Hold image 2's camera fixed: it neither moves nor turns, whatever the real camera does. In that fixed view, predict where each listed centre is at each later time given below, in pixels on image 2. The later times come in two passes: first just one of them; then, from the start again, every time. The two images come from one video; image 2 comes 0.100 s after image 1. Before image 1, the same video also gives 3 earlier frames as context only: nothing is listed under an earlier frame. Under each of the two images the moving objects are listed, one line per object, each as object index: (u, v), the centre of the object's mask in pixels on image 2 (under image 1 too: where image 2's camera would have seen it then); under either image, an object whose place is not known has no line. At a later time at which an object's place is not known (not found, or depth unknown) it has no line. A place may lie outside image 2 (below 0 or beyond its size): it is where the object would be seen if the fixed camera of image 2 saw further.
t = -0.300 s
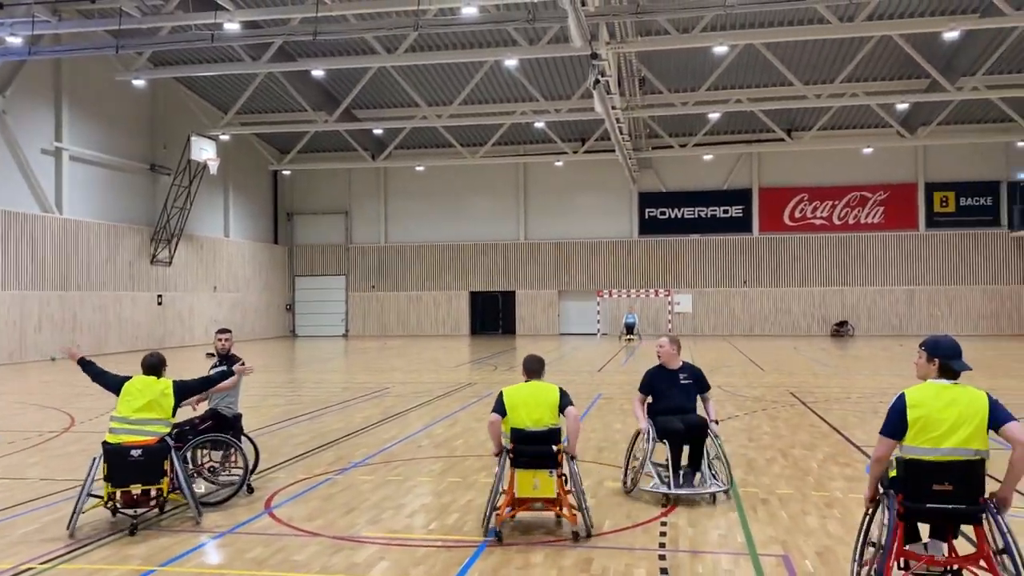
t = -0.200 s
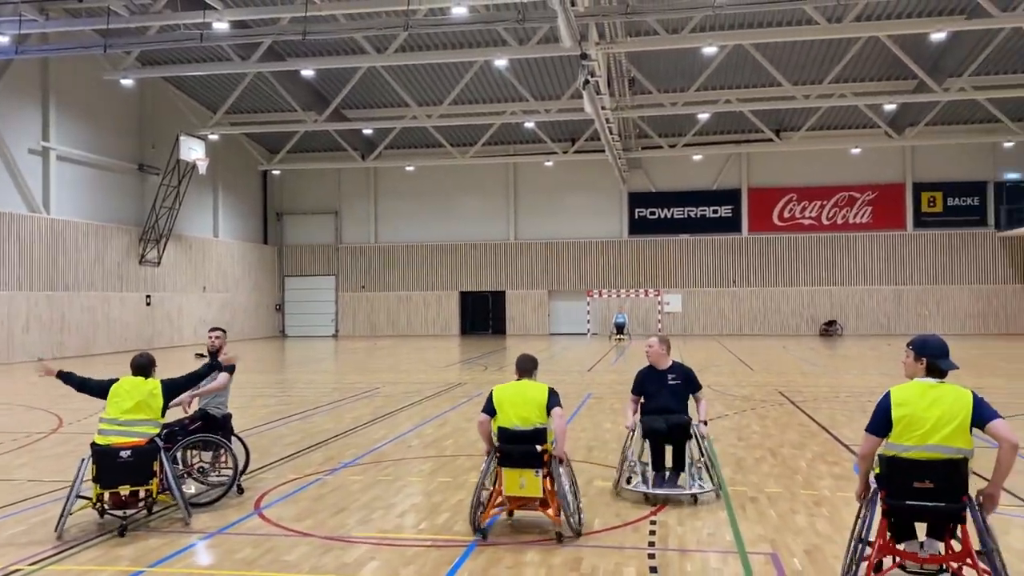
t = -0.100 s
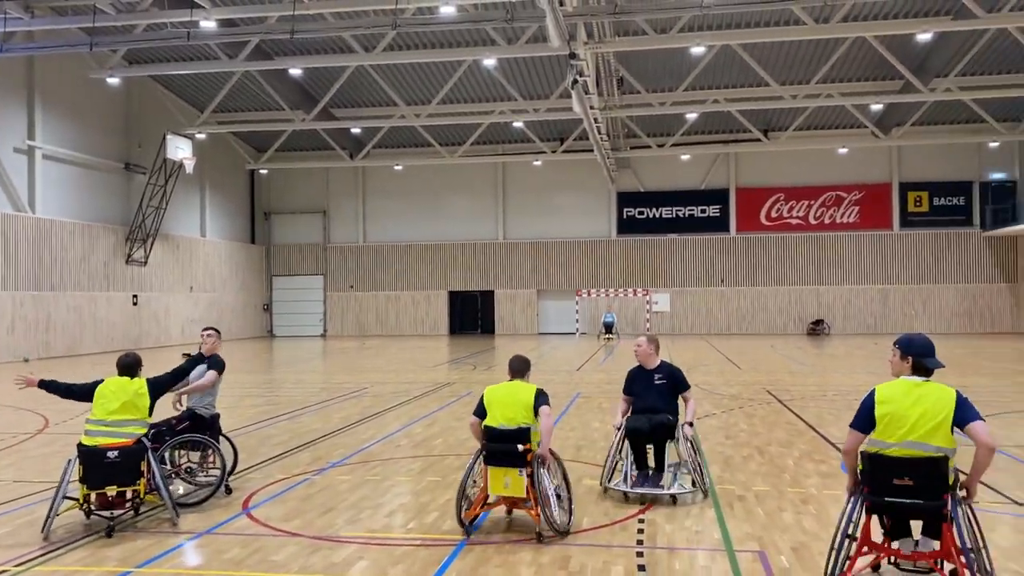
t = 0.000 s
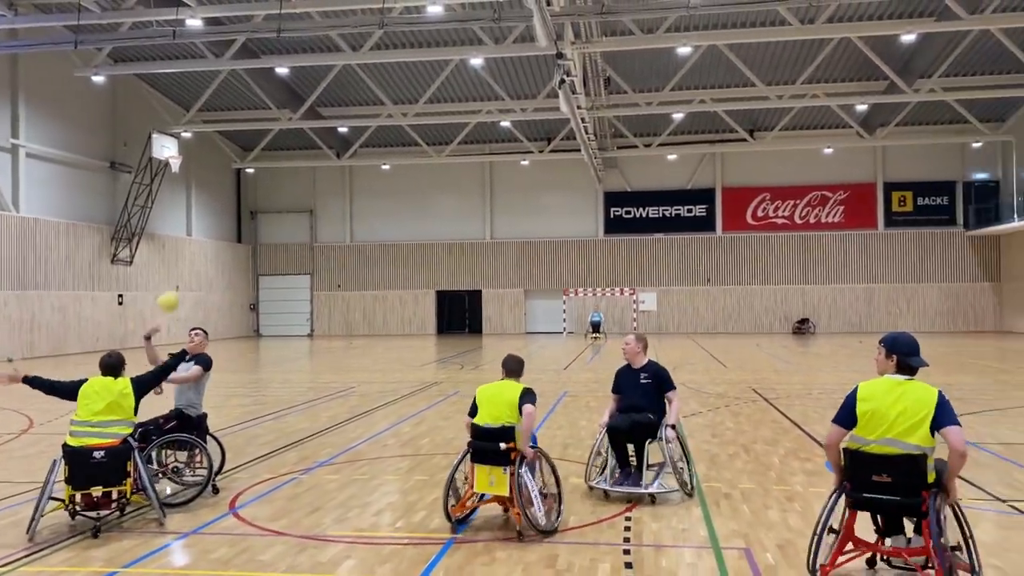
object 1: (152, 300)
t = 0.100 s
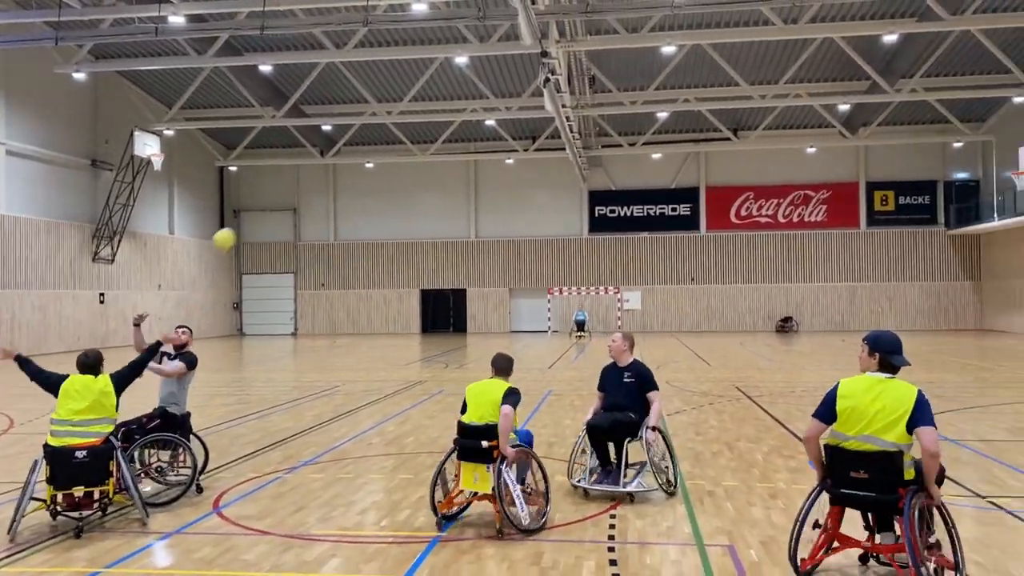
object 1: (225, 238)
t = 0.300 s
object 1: (365, 151)
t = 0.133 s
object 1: (248, 221)
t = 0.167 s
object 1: (272, 204)
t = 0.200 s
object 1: (295, 189)
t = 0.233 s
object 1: (319, 175)
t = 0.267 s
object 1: (341, 162)
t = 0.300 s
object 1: (365, 151)
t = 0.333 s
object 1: (388, 141)
